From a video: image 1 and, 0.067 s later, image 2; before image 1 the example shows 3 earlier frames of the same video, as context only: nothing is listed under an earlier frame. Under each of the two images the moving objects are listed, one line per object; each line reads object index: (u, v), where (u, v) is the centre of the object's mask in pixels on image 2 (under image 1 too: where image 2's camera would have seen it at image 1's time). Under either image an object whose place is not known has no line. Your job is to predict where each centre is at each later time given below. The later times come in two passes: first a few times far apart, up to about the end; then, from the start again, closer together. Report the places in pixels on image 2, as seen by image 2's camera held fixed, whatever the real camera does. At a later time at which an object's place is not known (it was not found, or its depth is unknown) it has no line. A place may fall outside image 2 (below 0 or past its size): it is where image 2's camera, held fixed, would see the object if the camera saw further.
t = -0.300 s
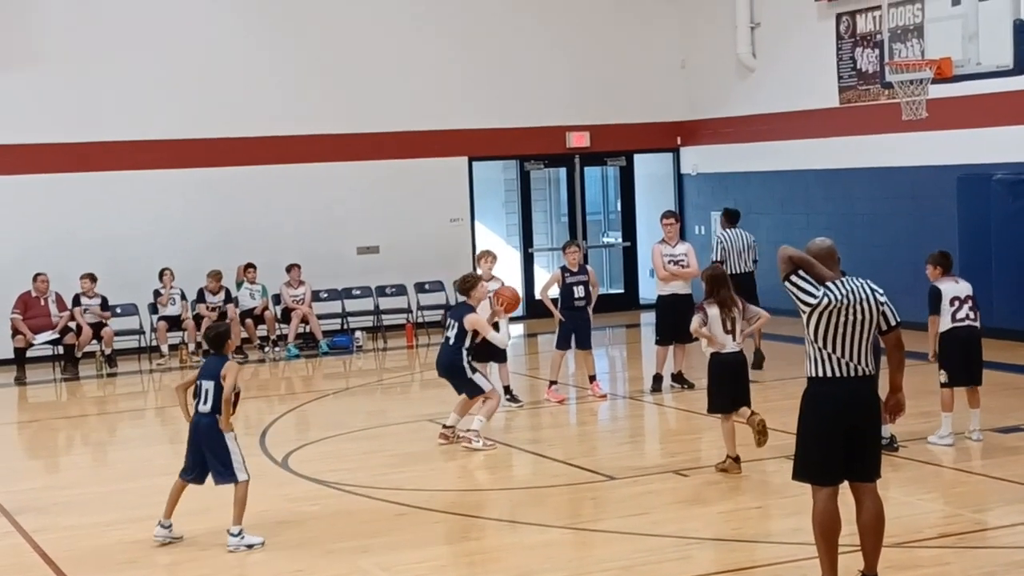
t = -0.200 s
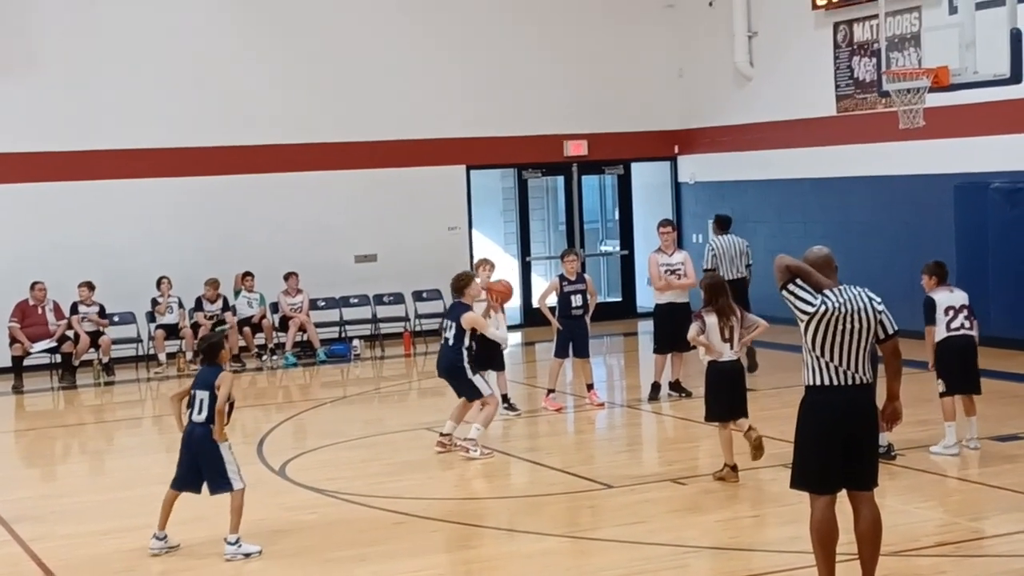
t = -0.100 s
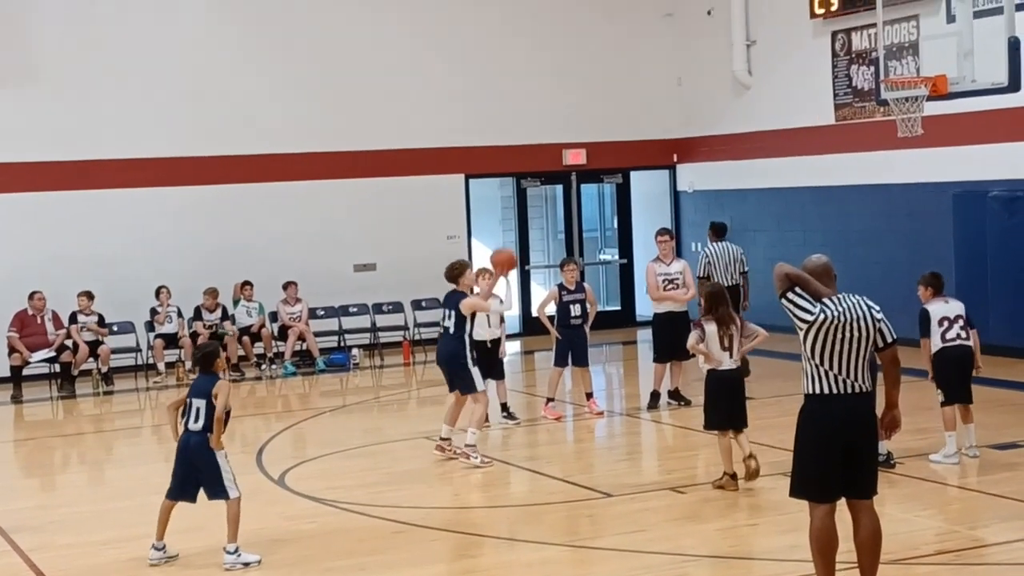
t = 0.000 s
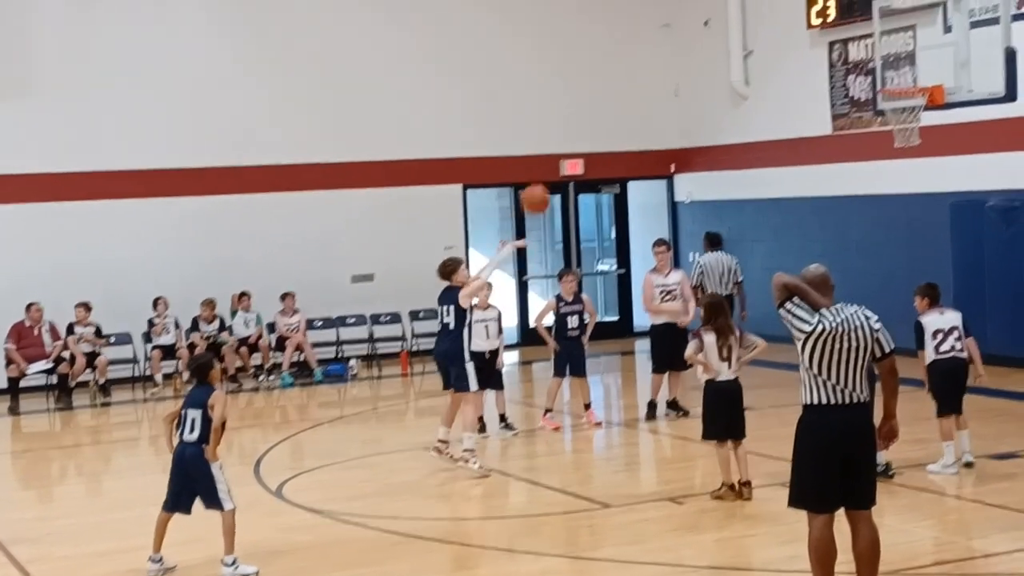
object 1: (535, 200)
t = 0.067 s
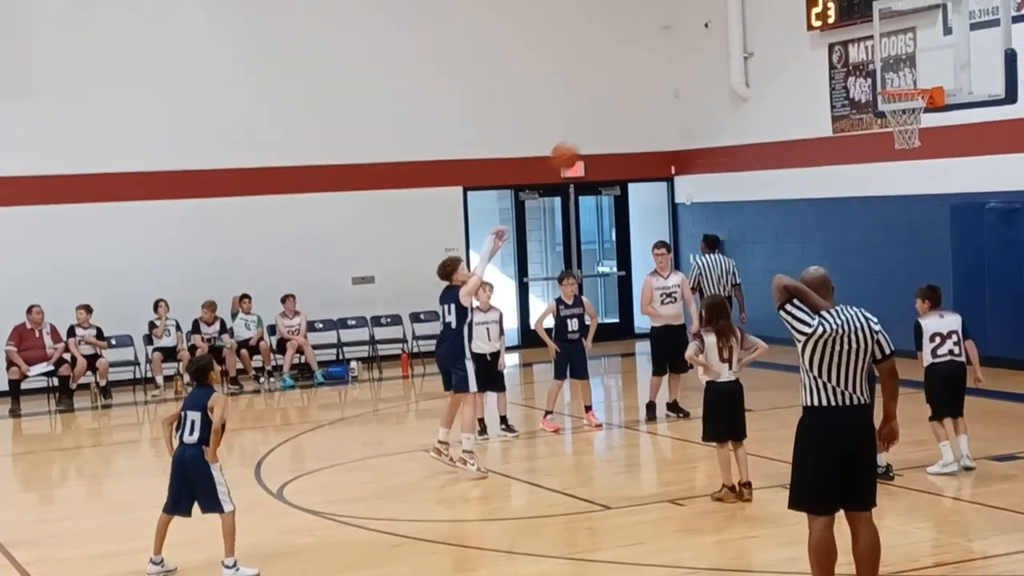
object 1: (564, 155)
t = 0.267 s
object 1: (649, 54)
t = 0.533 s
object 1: (760, -2)
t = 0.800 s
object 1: (865, 9)
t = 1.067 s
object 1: (906, 85)
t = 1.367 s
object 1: (882, 133)
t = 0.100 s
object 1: (578, 135)
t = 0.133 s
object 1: (592, 116)
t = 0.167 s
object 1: (607, 99)
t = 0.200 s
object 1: (621, 83)
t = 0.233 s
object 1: (635, 68)
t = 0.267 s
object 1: (649, 54)
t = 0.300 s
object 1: (663, 42)
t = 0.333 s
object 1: (676, 32)
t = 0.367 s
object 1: (691, 22)
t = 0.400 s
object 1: (705, 13)
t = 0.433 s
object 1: (718, 6)
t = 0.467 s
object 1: (733, 2)
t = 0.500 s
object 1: (746, 0)
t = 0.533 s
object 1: (760, -2)
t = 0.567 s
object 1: (773, -3)
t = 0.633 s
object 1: (799, -4)
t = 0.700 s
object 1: (827, -4)
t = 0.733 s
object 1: (842, 0)
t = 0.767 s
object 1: (853, 2)
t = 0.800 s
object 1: (865, 9)
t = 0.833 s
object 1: (879, 17)
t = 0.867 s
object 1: (892, 24)
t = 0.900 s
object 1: (906, 35)
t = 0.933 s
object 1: (920, 46)
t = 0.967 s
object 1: (931, 57)
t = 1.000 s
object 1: (924, 68)
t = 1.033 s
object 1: (915, 78)
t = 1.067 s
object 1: (906, 85)
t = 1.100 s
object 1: (898, 106)
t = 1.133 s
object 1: (893, 109)
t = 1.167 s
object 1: (890, 114)
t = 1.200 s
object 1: (886, 115)
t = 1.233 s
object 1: (885, 120)
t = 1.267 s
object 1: (886, 124)
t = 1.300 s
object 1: (884, 126)
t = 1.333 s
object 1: (882, 128)
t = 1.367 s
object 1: (882, 133)
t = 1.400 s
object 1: (880, 139)
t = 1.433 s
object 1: (880, 146)
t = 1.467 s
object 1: (879, 154)
